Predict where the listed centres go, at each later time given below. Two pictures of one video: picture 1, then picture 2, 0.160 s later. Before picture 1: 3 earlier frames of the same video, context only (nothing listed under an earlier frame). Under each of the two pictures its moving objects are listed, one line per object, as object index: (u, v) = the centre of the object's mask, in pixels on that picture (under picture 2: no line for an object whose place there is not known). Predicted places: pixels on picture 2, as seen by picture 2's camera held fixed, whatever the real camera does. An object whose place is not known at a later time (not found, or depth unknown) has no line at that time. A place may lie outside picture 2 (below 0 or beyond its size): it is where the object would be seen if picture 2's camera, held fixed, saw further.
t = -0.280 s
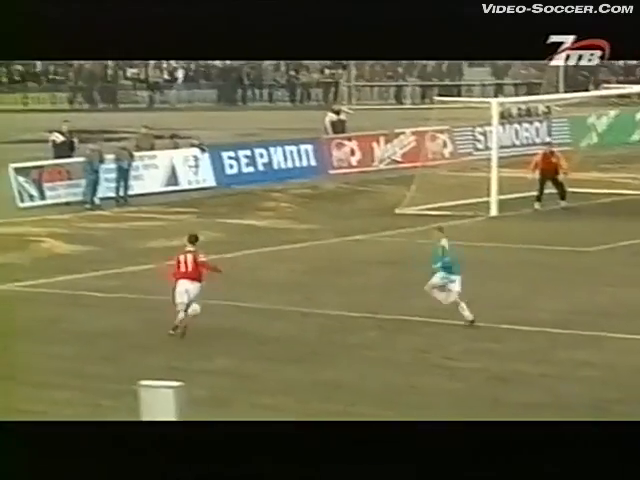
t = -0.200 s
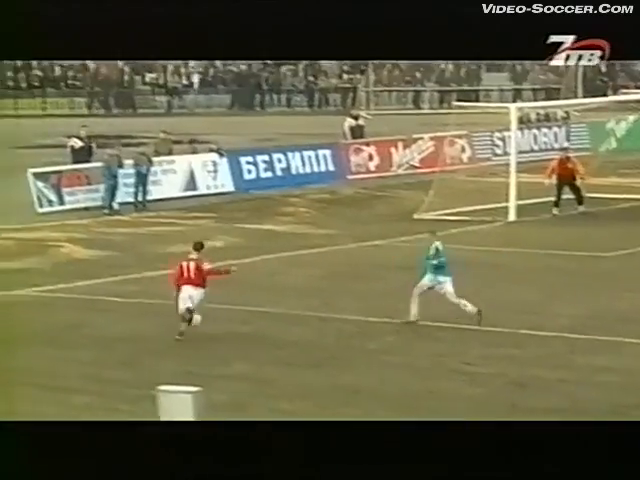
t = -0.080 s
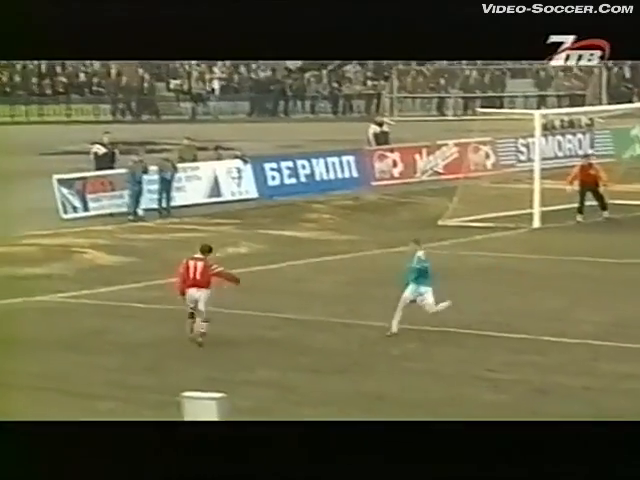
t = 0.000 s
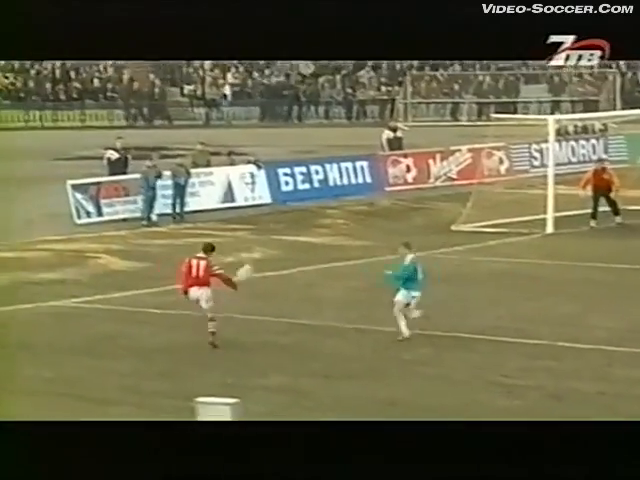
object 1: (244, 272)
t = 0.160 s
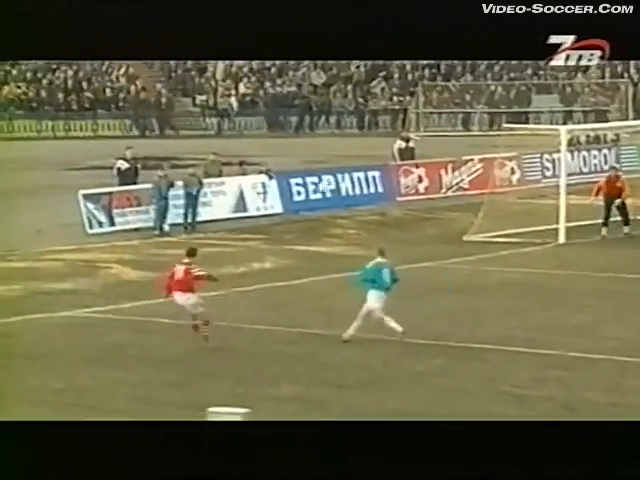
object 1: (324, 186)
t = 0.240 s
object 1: (357, 144)
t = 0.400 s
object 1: (420, 81)
